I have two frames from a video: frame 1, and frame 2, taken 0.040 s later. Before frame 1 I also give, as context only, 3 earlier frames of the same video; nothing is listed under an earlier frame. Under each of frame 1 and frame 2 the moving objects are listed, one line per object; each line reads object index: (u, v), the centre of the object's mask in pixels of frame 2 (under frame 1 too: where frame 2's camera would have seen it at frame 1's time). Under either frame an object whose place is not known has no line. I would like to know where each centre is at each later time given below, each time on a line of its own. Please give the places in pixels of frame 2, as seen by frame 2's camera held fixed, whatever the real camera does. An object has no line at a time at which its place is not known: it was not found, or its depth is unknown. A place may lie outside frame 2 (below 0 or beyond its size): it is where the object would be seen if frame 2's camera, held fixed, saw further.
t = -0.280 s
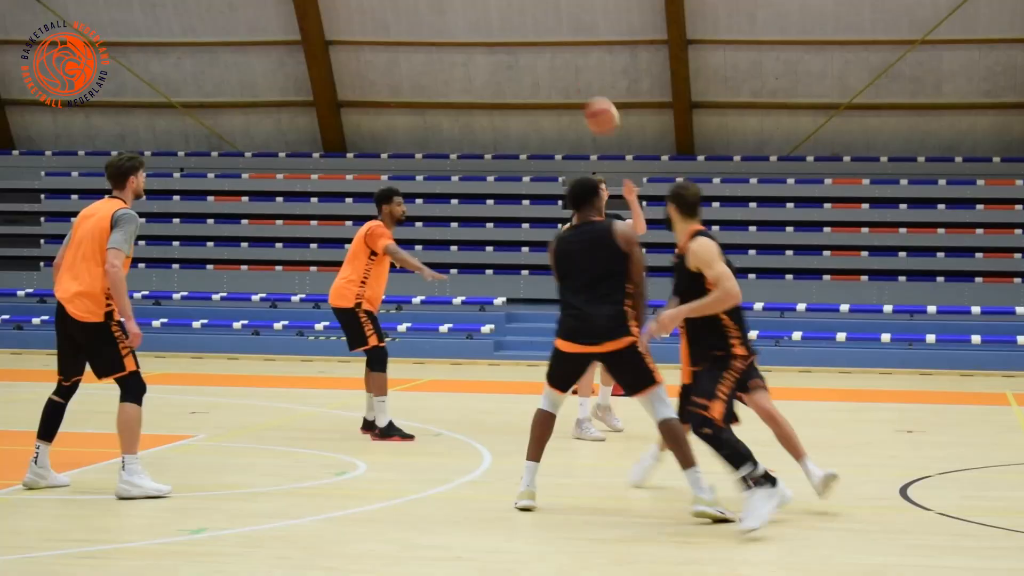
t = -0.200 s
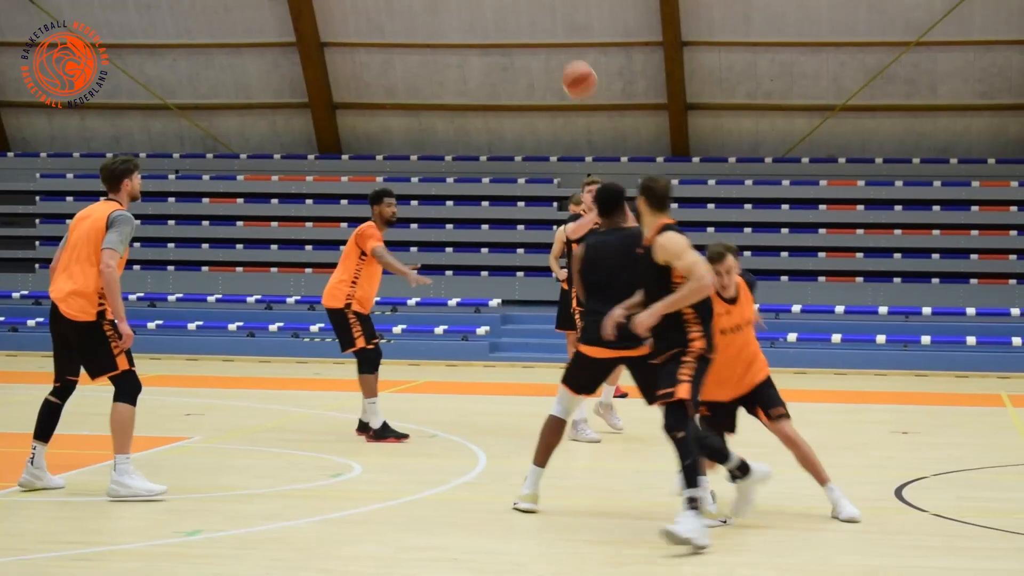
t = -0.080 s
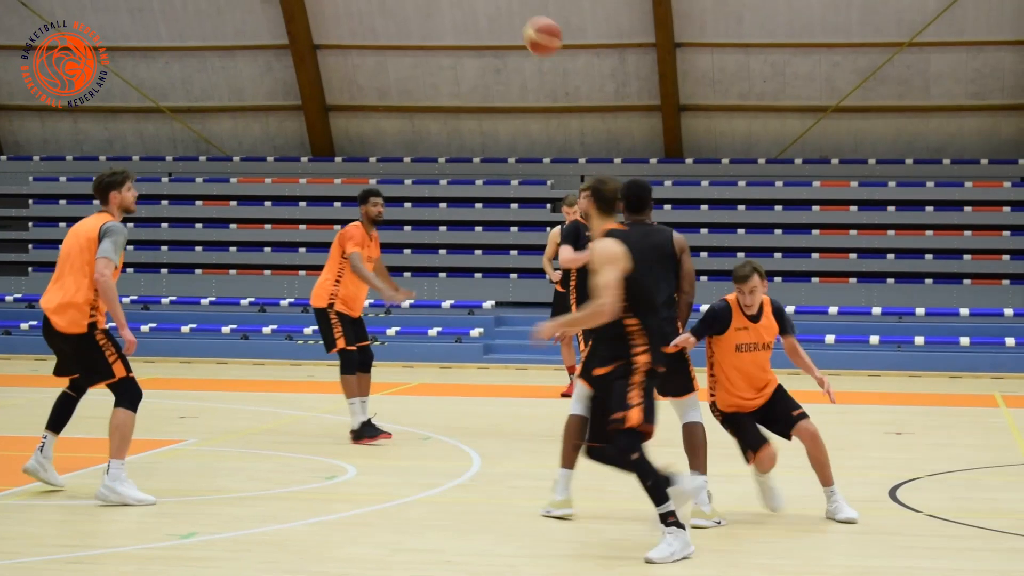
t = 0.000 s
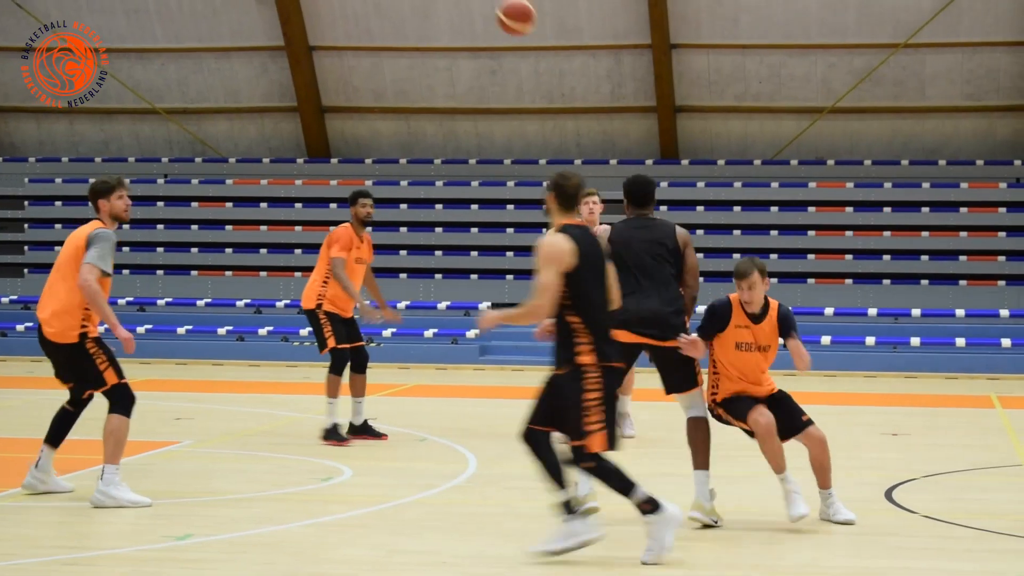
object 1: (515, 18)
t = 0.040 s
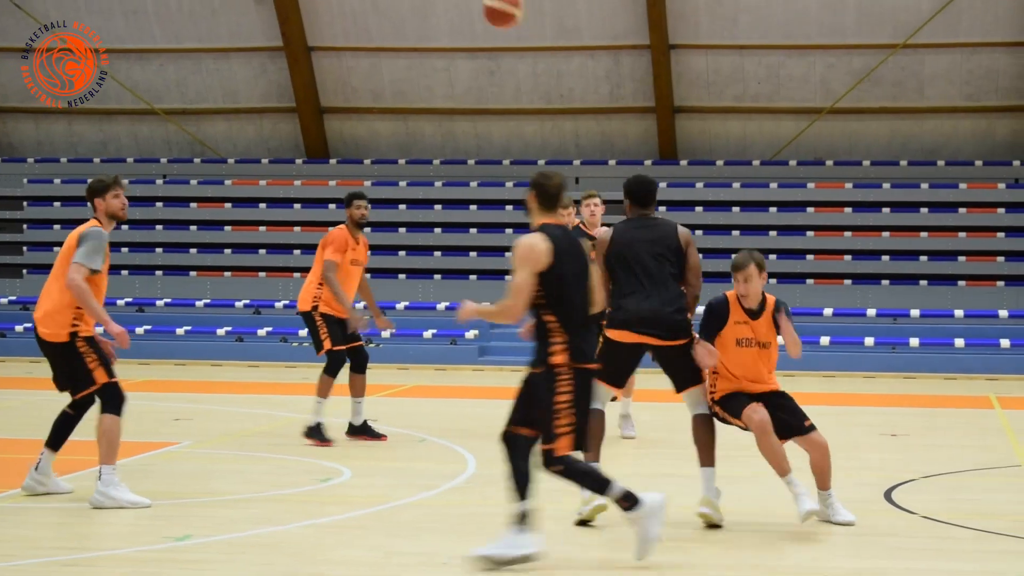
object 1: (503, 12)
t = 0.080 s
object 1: (491, 9)
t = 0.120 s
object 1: (478, 6)
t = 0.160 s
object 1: (463, 6)
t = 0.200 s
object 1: (448, 6)
